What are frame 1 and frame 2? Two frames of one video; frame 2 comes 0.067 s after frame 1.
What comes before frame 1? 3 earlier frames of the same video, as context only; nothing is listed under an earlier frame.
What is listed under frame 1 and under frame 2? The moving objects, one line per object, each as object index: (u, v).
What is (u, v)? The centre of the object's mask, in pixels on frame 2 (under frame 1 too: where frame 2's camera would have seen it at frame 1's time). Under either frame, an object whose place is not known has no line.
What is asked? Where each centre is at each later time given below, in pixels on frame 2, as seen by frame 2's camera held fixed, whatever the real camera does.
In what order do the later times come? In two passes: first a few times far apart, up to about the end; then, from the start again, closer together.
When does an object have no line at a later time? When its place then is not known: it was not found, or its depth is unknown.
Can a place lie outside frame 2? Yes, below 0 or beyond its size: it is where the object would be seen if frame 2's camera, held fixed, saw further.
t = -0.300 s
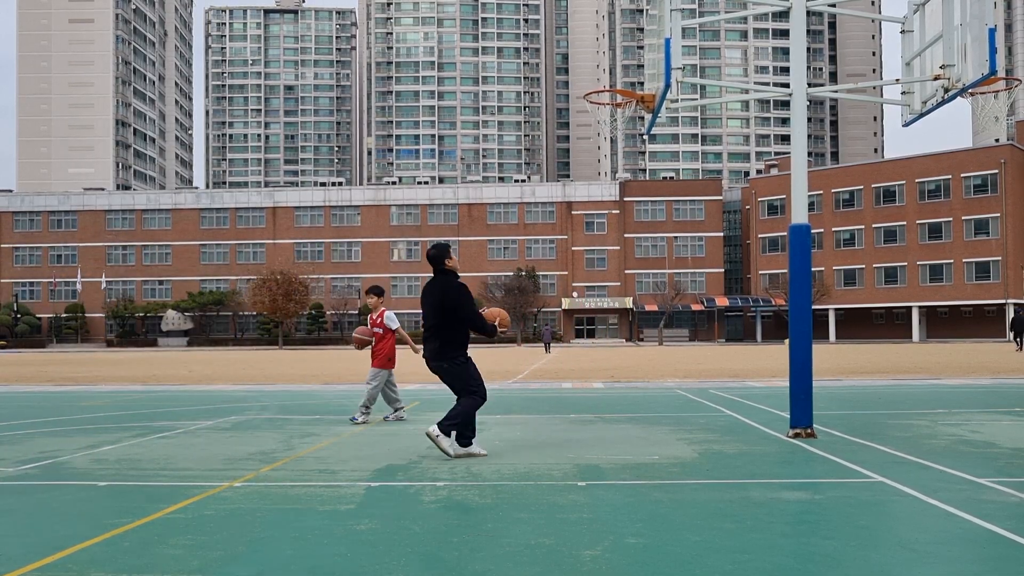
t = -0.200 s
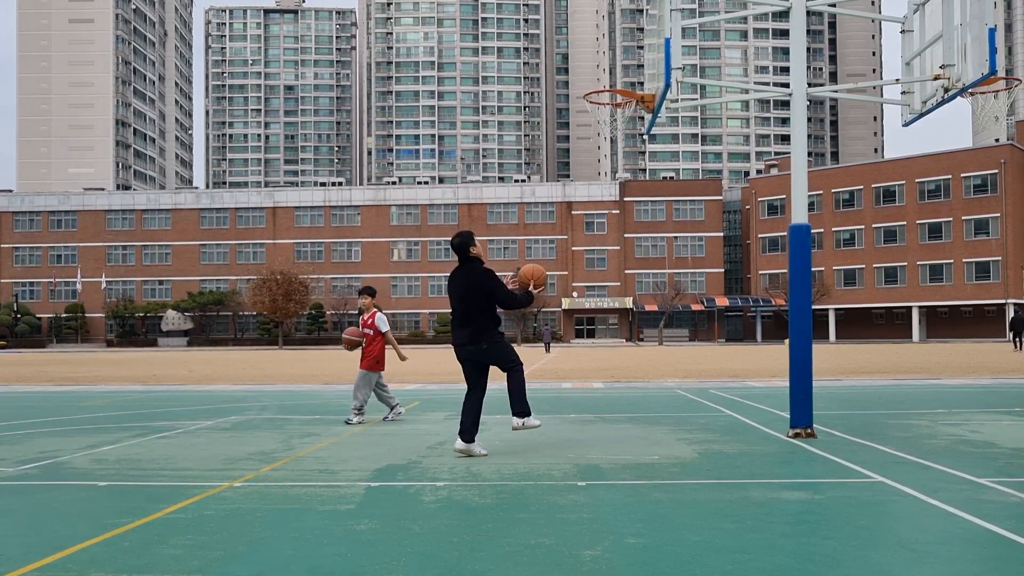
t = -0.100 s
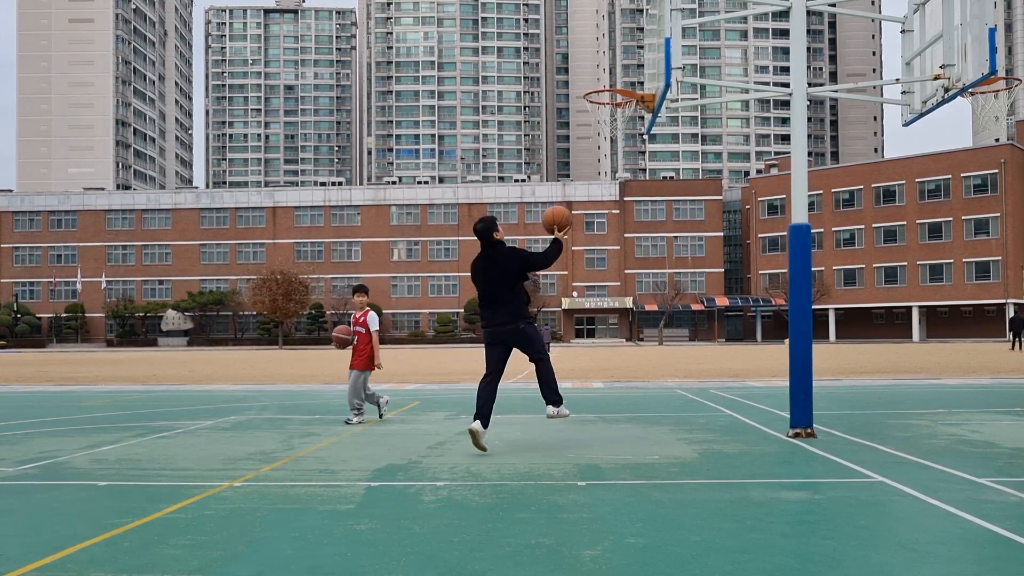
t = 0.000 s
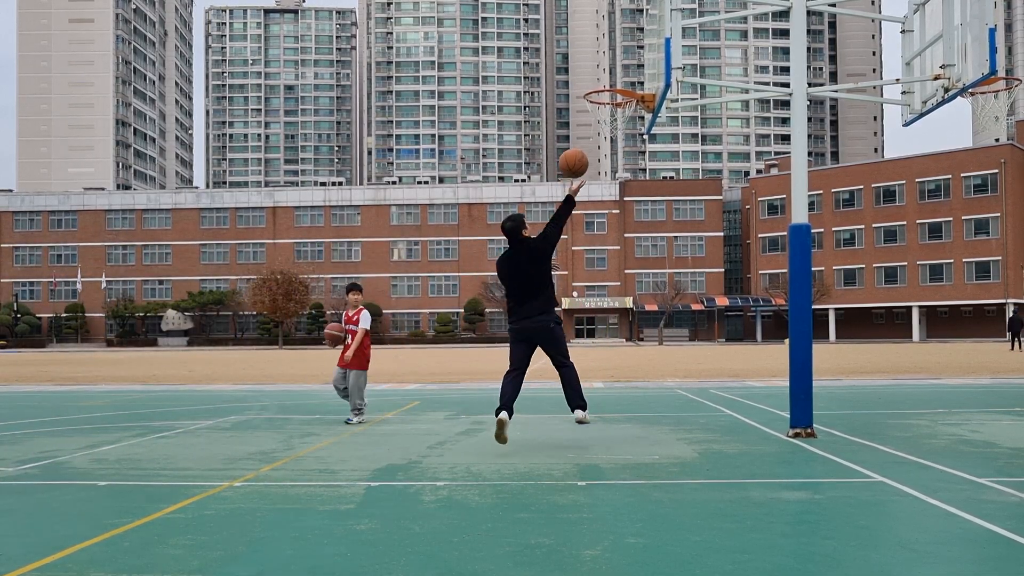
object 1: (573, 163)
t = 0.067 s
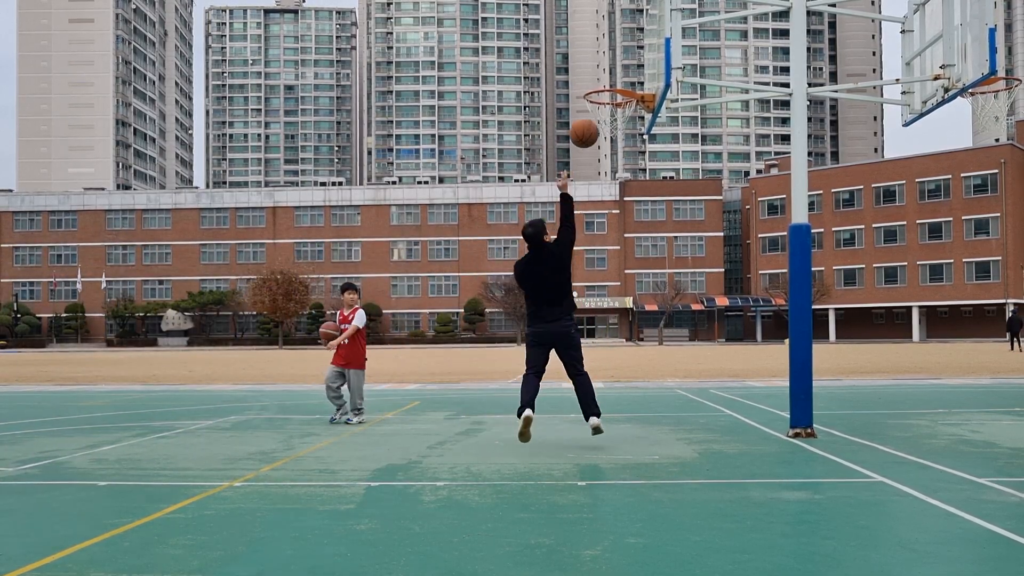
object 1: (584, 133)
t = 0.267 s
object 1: (613, 77)
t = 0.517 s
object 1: (635, 74)
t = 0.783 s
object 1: (609, 87)
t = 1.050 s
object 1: (596, 127)
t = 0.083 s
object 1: (586, 126)
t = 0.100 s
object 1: (589, 120)
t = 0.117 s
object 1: (591, 115)
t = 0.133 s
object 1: (594, 109)
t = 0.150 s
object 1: (596, 104)
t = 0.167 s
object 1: (599, 99)
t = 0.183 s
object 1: (601, 94)
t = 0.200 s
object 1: (603, 90)
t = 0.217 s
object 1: (606, 87)
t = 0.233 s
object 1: (609, 83)
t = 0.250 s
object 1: (611, 80)
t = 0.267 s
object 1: (613, 77)
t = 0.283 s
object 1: (616, 75)
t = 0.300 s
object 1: (619, 73)
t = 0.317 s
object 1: (621, 71)
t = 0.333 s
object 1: (623, 70)
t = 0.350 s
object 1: (626, 68)
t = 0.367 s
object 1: (628, 67)
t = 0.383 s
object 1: (631, 67)
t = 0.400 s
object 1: (633, 67)
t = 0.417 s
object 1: (636, 67)
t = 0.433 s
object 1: (638, 68)
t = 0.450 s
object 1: (640, 68)
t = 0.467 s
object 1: (642, 69)
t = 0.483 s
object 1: (640, 71)
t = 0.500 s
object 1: (637, 72)
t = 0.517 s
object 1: (635, 74)
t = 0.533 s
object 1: (633, 75)
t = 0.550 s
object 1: (631, 77)
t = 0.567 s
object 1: (629, 77)
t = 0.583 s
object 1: (628, 76)
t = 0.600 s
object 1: (627, 75)
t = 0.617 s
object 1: (625, 75)
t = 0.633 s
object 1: (623, 75)
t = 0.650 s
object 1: (622, 75)
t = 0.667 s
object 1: (620, 76)
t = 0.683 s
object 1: (618, 76)
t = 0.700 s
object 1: (617, 77)
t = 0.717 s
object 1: (615, 78)
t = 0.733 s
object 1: (614, 79)
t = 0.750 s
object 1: (612, 80)
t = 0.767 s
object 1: (610, 83)
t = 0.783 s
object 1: (609, 87)
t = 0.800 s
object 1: (607, 91)
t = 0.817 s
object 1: (606, 94)
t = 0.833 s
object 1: (604, 98)
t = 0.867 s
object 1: (601, 105)
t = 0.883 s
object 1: (600, 109)
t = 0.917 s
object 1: (597, 118)
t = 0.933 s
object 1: (596, 119)
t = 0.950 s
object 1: (595, 120)
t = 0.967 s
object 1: (595, 122)
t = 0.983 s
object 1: (595, 123)
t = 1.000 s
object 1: (595, 124)
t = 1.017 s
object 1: (595, 124)
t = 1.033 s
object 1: (596, 125)
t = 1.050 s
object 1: (596, 127)
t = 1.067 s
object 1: (596, 129)
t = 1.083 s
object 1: (597, 131)
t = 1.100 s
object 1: (597, 134)
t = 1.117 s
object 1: (597, 136)
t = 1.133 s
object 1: (598, 139)
